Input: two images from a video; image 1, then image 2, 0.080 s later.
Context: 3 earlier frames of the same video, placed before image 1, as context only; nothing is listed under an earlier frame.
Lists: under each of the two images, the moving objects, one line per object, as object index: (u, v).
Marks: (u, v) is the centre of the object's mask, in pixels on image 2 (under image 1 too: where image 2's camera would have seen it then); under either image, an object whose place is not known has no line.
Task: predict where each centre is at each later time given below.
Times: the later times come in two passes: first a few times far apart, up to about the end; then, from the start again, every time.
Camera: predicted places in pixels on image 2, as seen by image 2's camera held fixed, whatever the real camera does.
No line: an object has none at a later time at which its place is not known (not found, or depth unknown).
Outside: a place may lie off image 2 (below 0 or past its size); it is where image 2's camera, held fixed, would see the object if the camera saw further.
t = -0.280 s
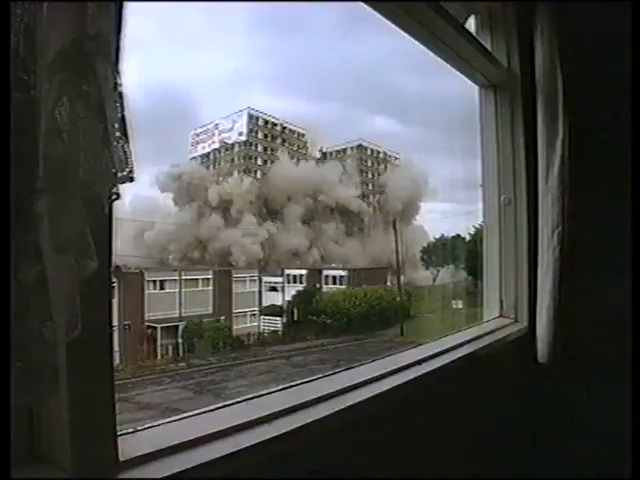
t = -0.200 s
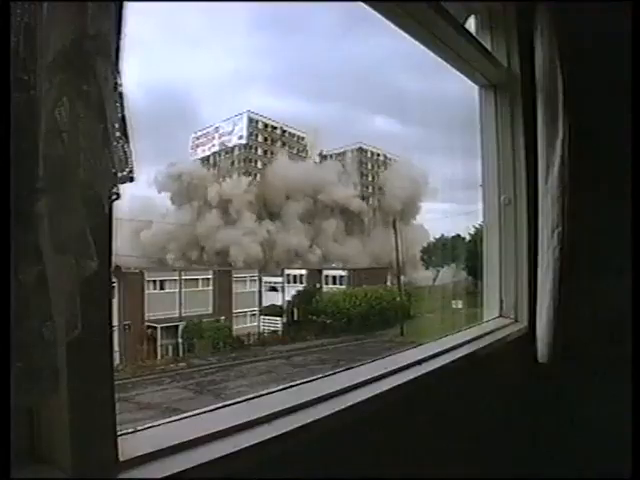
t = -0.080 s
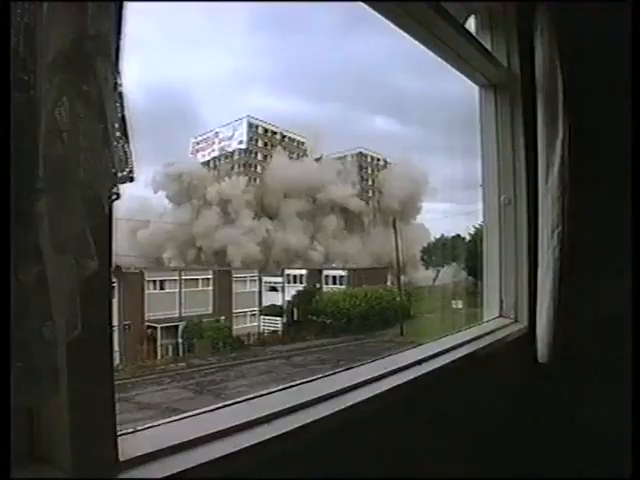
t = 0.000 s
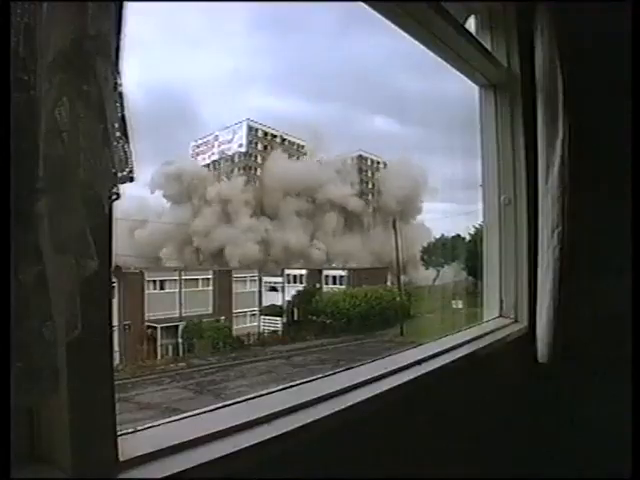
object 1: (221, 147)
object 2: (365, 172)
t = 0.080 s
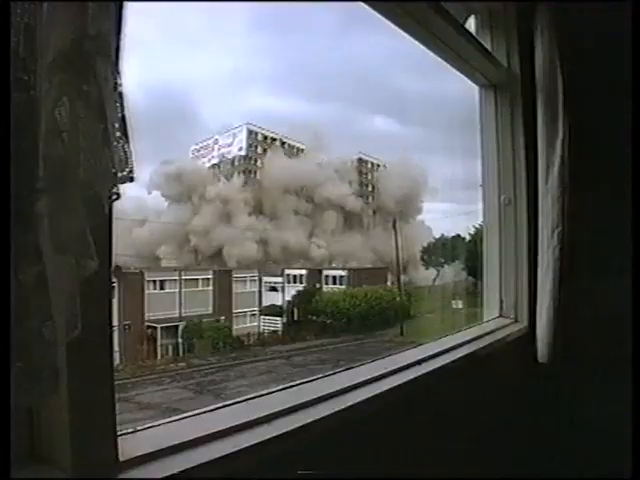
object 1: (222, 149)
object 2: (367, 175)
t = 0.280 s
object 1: (224, 154)
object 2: (365, 180)
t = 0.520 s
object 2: (363, 186)
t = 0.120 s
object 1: (222, 151)
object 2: (367, 176)
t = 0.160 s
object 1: (222, 151)
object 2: (367, 177)
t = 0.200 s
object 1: (223, 152)
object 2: (366, 178)
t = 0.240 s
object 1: (224, 153)
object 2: (366, 180)
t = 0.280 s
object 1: (224, 154)
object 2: (365, 180)
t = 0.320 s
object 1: (226, 155)
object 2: (365, 182)
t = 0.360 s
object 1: (226, 157)
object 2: (365, 182)
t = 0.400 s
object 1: (226, 158)
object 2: (364, 182)
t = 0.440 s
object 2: (364, 184)
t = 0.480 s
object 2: (363, 186)
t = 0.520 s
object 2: (363, 186)
